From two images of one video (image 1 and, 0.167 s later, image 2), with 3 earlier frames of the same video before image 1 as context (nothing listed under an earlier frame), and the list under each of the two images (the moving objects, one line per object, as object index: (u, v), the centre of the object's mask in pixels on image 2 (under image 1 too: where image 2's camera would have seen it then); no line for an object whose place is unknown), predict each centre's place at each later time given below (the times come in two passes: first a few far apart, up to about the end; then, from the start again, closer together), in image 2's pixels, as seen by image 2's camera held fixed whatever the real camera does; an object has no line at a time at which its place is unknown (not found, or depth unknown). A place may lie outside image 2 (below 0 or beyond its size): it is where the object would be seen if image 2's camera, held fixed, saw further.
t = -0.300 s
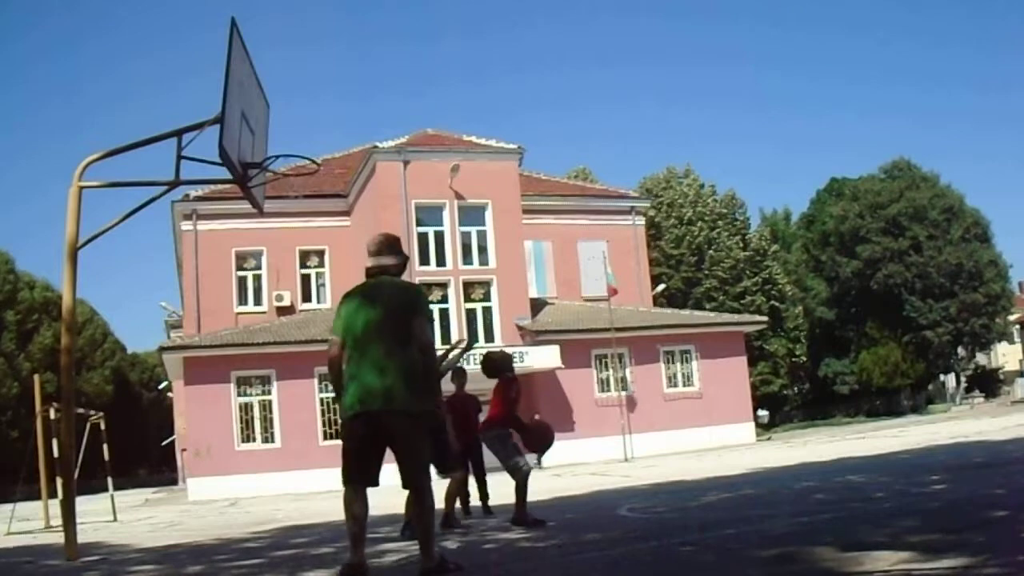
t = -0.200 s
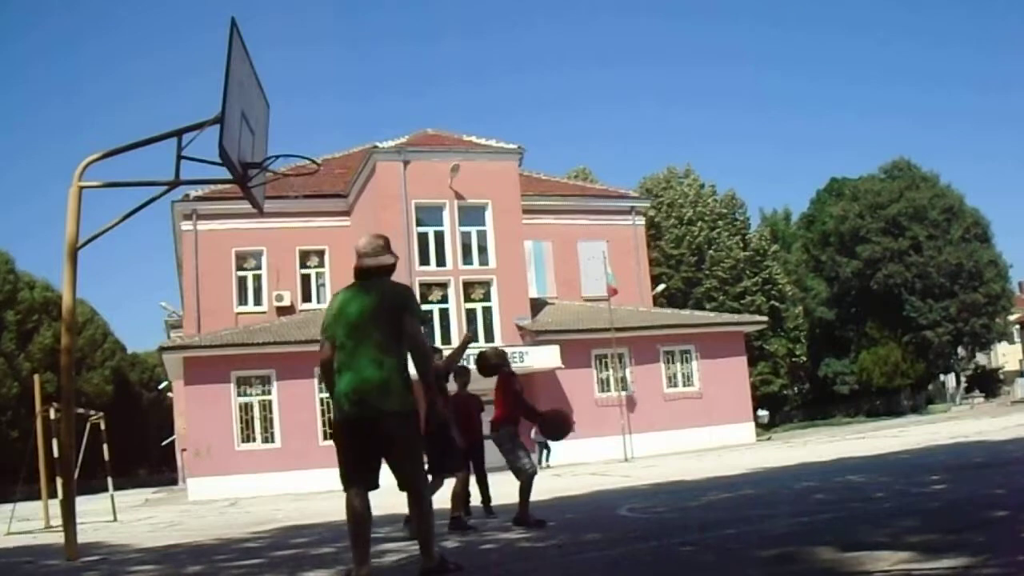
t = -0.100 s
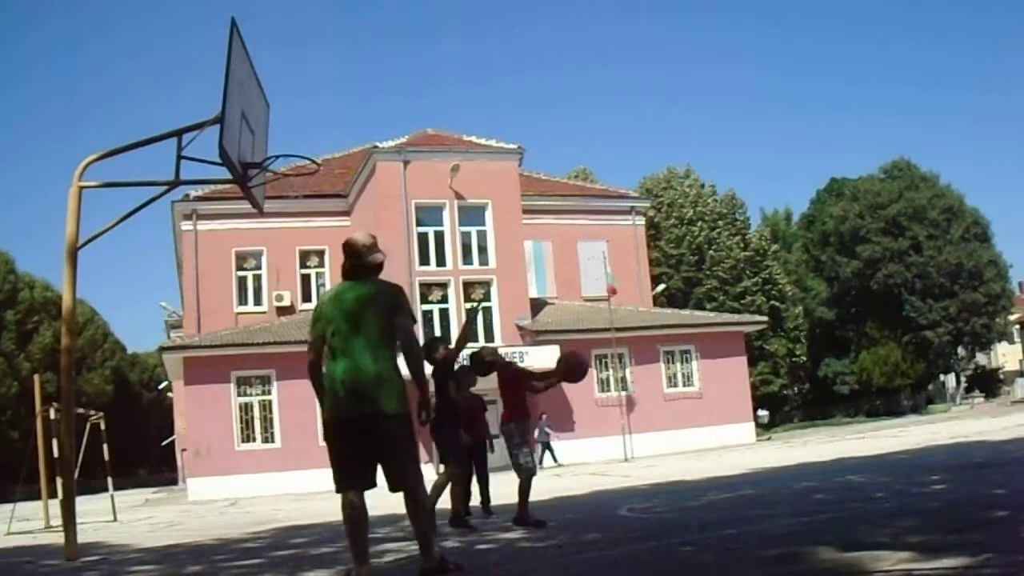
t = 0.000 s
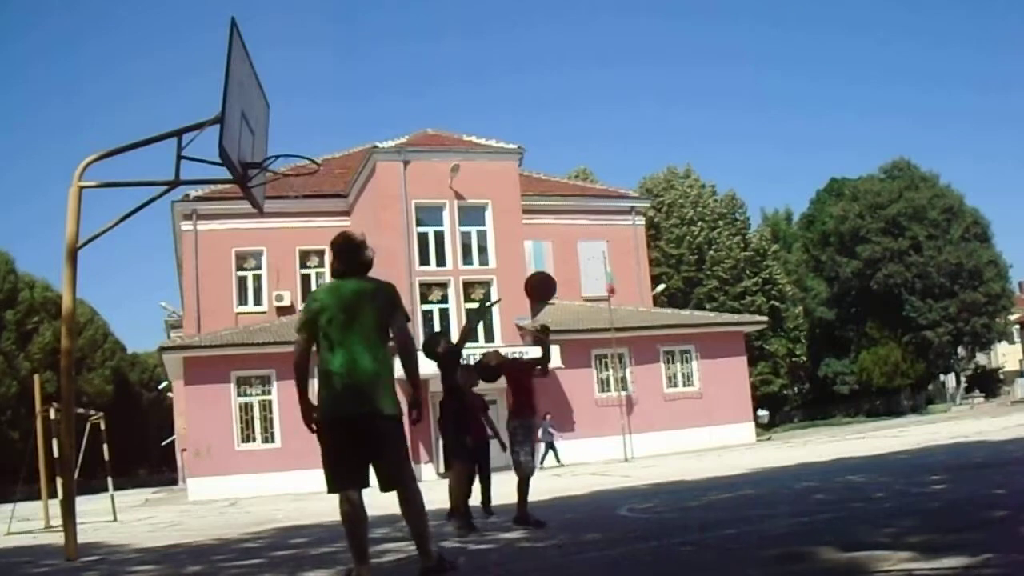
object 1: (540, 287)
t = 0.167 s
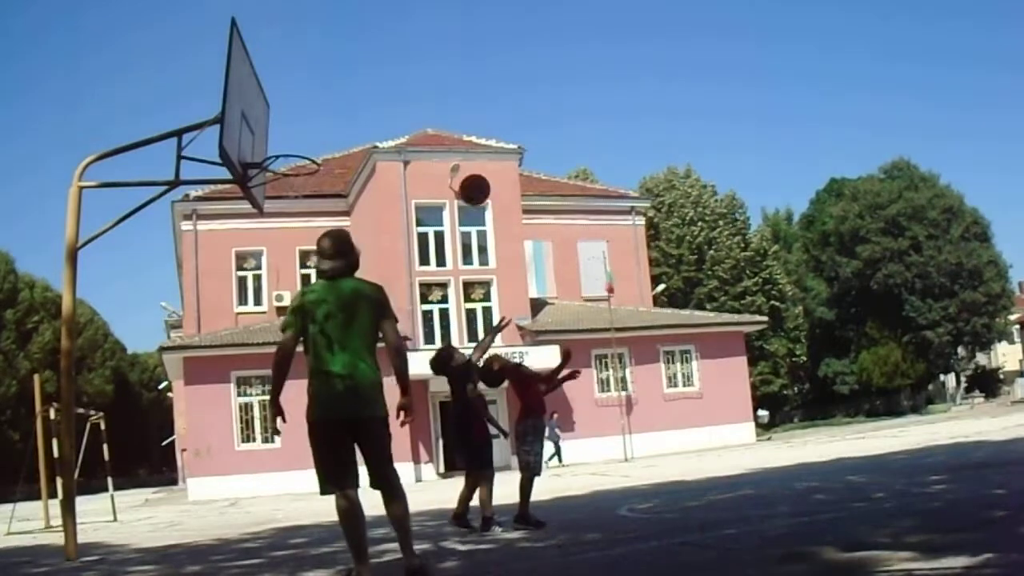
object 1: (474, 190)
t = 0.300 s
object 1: (427, 141)
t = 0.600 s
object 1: (331, 115)
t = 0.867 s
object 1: (294, 154)
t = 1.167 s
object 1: (367, 164)
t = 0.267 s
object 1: (438, 151)
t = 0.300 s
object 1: (427, 141)
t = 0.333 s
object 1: (416, 133)
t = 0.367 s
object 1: (405, 126)
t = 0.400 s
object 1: (394, 121)
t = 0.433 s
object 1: (383, 117)
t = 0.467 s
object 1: (373, 114)
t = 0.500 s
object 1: (362, 112)
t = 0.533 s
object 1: (352, 112)
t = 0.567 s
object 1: (341, 113)
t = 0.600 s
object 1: (331, 115)
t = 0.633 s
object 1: (321, 119)
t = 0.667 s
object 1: (311, 124)
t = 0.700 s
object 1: (302, 130)
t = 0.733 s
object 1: (292, 137)
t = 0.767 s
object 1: (283, 145)
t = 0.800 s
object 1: (273, 156)
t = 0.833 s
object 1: (283, 154)
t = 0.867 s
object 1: (294, 154)
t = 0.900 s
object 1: (306, 155)
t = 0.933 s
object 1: (316, 156)
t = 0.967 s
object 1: (323, 153)
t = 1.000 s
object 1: (330, 152)
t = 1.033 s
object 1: (338, 152)
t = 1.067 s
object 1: (345, 153)
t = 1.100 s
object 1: (353, 156)
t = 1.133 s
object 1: (360, 160)
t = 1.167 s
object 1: (367, 164)
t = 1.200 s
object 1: (374, 171)
